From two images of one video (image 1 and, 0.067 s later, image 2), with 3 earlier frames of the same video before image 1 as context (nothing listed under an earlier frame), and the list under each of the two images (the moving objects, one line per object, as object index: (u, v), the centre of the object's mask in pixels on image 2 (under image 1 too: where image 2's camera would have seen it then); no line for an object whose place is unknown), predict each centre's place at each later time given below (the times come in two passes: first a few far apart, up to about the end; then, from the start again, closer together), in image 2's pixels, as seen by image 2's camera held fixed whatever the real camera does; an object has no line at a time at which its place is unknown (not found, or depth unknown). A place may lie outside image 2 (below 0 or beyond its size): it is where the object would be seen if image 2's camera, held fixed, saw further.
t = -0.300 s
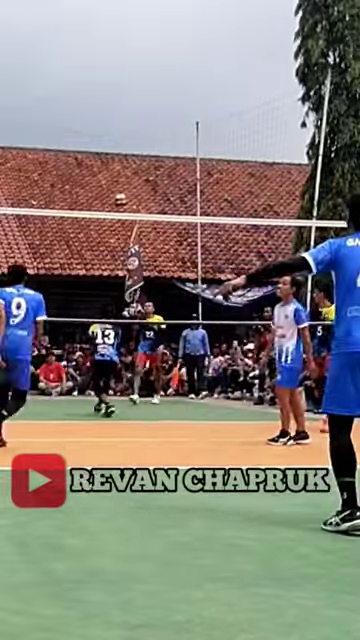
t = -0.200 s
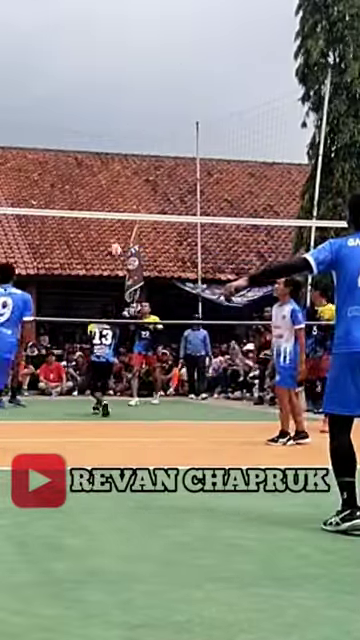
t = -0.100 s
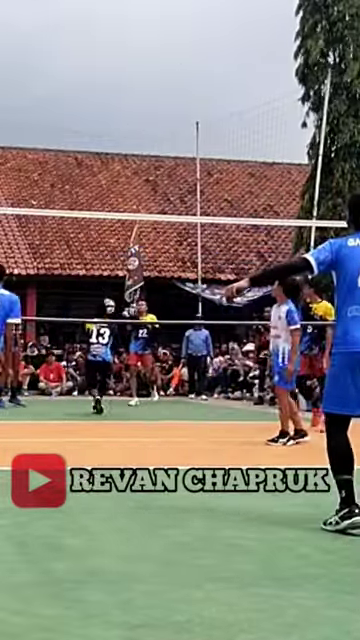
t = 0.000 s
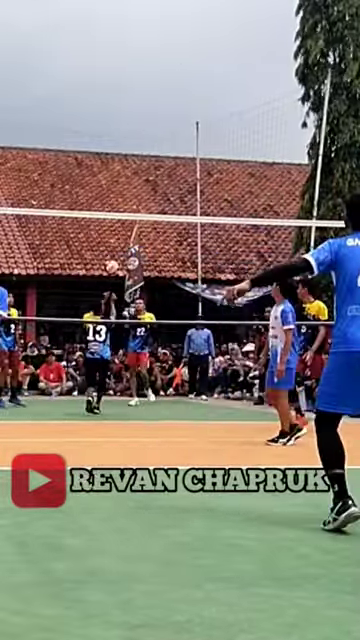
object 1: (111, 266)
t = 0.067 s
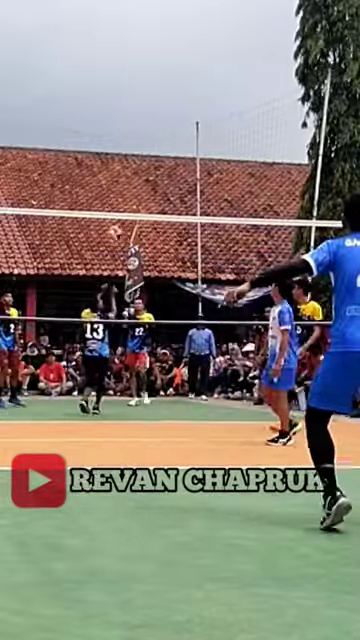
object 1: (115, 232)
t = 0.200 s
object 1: (120, 170)
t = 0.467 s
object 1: (133, 75)
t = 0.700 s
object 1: (146, 35)
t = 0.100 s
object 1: (116, 211)
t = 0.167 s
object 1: (118, 184)
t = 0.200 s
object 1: (120, 170)
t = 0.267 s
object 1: (123, 143)
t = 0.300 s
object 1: (124, 131)
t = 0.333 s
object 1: (126, 117)
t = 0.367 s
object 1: (128, 106)
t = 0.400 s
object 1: (129, 95)
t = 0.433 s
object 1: (131, 86)
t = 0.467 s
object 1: (133, 75)
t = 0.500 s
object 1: (134, 66)
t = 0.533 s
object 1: (136, 58)
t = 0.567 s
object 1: (138, 53)
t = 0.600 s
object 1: (140, 47)
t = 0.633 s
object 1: (142, 42)
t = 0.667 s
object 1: (144, 39)
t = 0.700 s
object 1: (146, 35)
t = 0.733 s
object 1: (147, 35)
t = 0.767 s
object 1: (149, 35)
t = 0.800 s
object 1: (150, 38)
